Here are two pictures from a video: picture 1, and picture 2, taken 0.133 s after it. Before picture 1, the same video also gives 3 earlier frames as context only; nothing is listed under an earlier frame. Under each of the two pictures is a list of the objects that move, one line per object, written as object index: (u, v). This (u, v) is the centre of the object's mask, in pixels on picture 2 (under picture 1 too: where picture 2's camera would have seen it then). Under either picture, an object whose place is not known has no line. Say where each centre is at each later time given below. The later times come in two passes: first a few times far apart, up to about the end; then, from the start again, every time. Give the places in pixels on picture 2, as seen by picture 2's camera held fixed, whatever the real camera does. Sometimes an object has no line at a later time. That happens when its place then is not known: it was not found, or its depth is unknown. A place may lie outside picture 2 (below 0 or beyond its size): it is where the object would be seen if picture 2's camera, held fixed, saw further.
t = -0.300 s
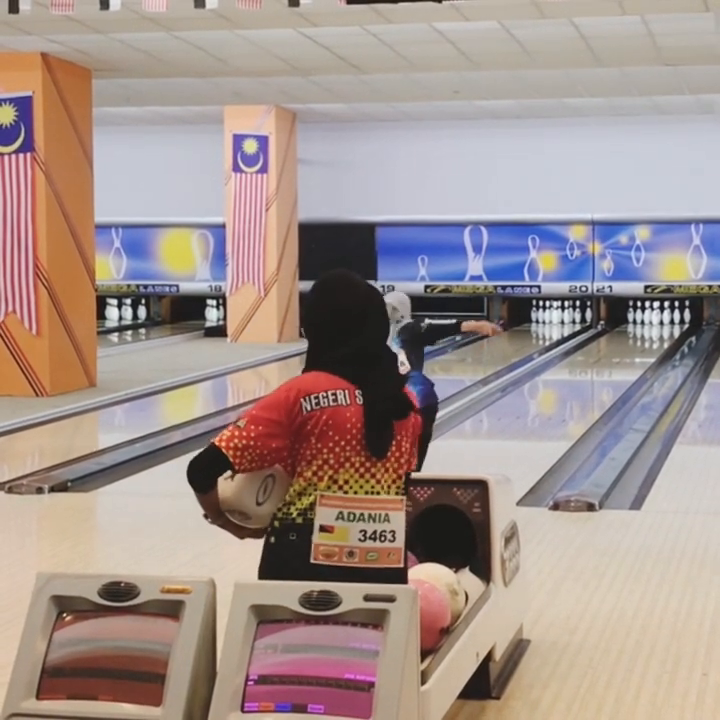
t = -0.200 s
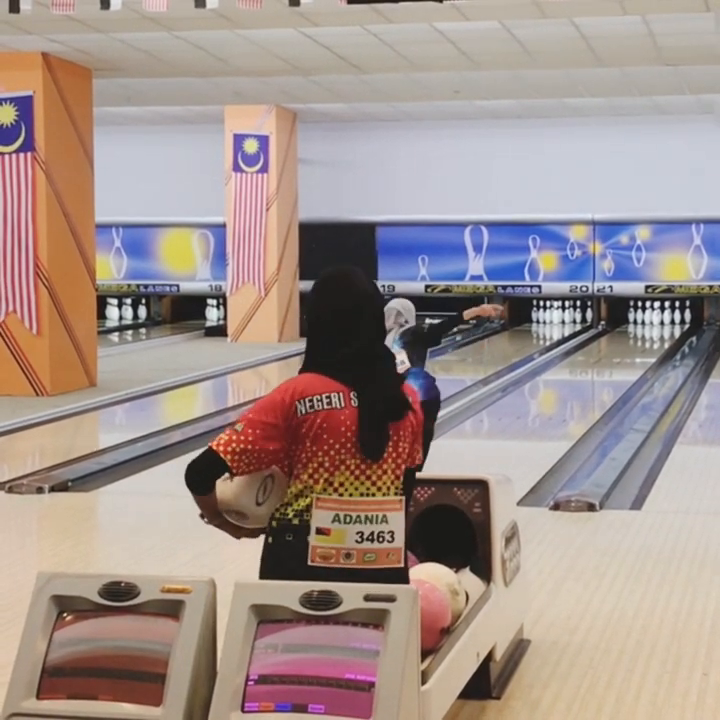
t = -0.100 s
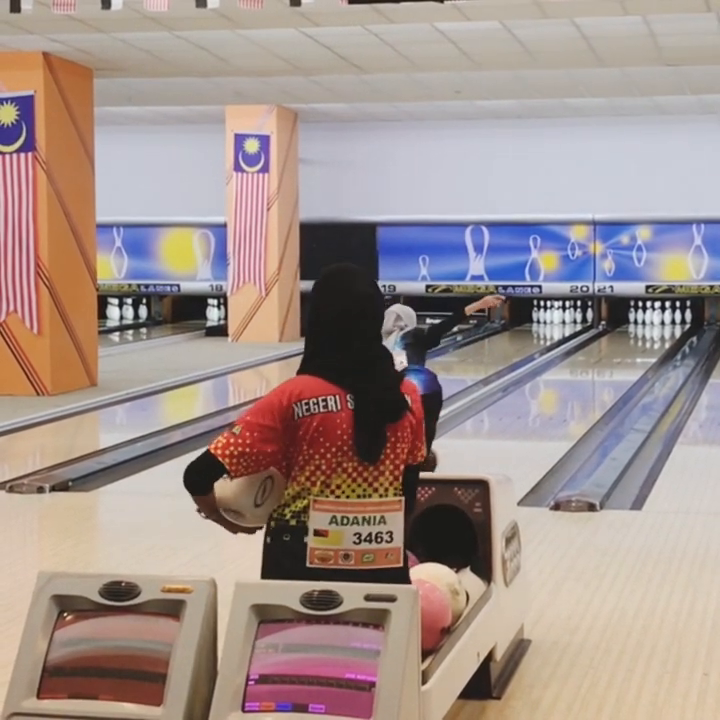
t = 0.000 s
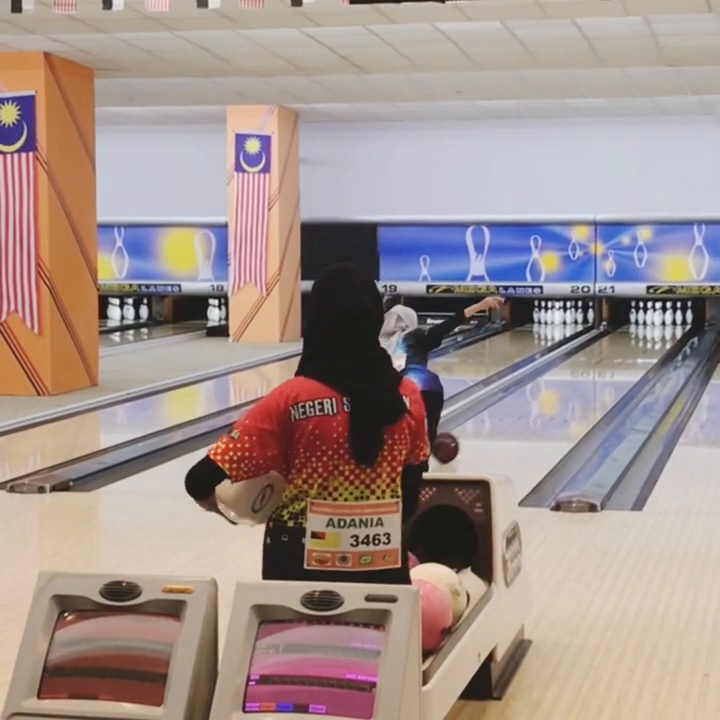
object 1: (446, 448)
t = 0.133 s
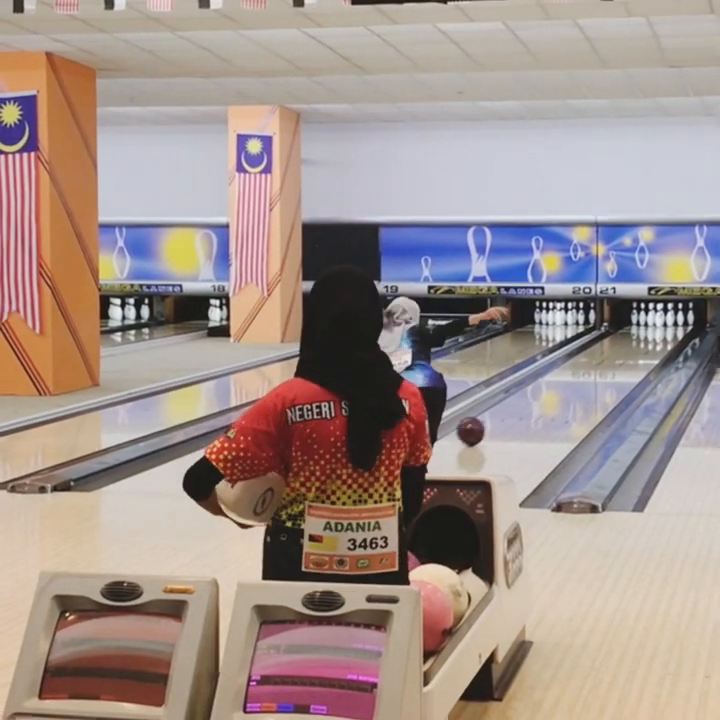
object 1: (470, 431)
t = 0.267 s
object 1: (492, 417)
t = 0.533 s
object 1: (528, 394)
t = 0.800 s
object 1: (556, 376)
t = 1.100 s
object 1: (582, 360)
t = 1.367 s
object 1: (601, 349)
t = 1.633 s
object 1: (616, 340)
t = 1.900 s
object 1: (630, 331)
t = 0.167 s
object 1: (476, 427)
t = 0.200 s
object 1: (482, 424)
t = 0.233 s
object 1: (487, 420)
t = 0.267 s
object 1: (492, 417)
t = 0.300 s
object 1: (497, 414)
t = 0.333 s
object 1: (502, 411)
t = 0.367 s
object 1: (507, 408)
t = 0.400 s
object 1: (511, 405)
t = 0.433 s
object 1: (515, 402)
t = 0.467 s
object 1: (520, 399)
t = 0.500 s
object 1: (524, 397)
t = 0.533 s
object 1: (528, 394)
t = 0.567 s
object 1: (532, 391)
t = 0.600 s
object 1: (536, 389)
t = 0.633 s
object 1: (539, 387)
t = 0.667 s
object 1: (543, 385)
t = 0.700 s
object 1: (547, 383)
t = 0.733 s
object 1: (550, 380)
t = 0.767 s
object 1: (553, 378)
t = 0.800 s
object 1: (556, 376)
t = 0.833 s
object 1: (560, 374)
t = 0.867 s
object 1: (563, 372)
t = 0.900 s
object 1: (566, 370)
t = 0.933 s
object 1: (569, 368)
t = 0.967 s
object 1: (572, 367)
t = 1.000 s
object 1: (574, 365)
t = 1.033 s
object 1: (577, 363)
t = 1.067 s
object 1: (579, 362)
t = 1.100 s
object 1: (582, 360)
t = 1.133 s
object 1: (585, 359)
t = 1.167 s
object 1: (587, 357)
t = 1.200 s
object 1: (590, 356)
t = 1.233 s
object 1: (592, 354)
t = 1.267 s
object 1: (594, 352)
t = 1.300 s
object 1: (597, 351)
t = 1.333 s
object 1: (598, 350)
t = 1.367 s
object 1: (601, 349)
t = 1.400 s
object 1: (603, 347)
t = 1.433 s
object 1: (605, 345)
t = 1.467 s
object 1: (607, 344)
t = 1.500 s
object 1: (609, 343)
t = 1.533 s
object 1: (611, 342)
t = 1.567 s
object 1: (613, 341)
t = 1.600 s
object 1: (614, 340)
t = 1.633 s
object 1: (616, 340)
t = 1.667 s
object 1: (617, 339)
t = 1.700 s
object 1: (620, 337)
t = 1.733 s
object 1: (622, 335)
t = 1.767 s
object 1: (624, 335)
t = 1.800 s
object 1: (626, 334)
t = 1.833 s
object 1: (627, 333)
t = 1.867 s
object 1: (629, 332)
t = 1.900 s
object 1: (630, 331)
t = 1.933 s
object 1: (633, 330)
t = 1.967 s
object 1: (634, 329)
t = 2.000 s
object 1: (636, 329)
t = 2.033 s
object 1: (638, 328)
